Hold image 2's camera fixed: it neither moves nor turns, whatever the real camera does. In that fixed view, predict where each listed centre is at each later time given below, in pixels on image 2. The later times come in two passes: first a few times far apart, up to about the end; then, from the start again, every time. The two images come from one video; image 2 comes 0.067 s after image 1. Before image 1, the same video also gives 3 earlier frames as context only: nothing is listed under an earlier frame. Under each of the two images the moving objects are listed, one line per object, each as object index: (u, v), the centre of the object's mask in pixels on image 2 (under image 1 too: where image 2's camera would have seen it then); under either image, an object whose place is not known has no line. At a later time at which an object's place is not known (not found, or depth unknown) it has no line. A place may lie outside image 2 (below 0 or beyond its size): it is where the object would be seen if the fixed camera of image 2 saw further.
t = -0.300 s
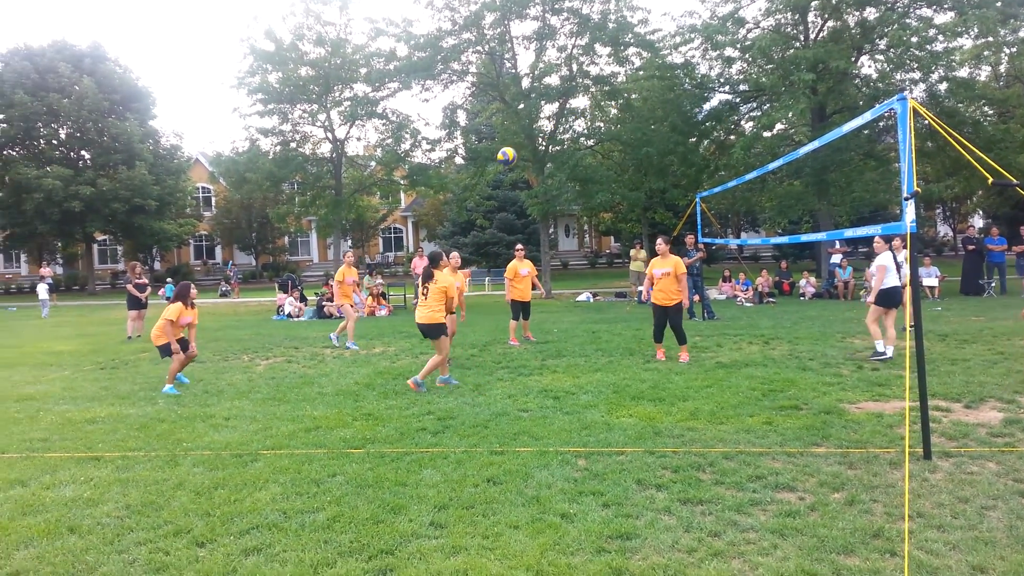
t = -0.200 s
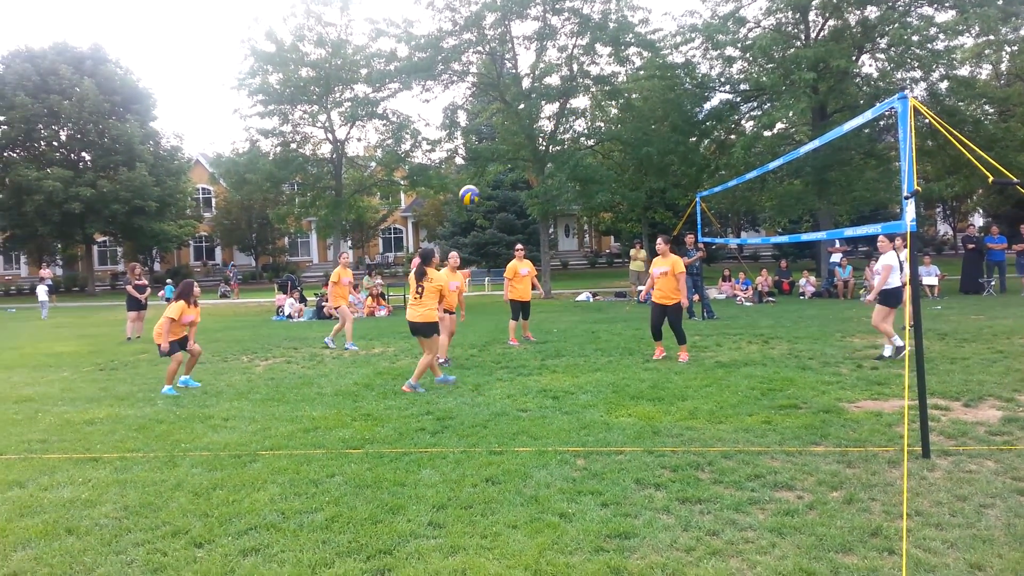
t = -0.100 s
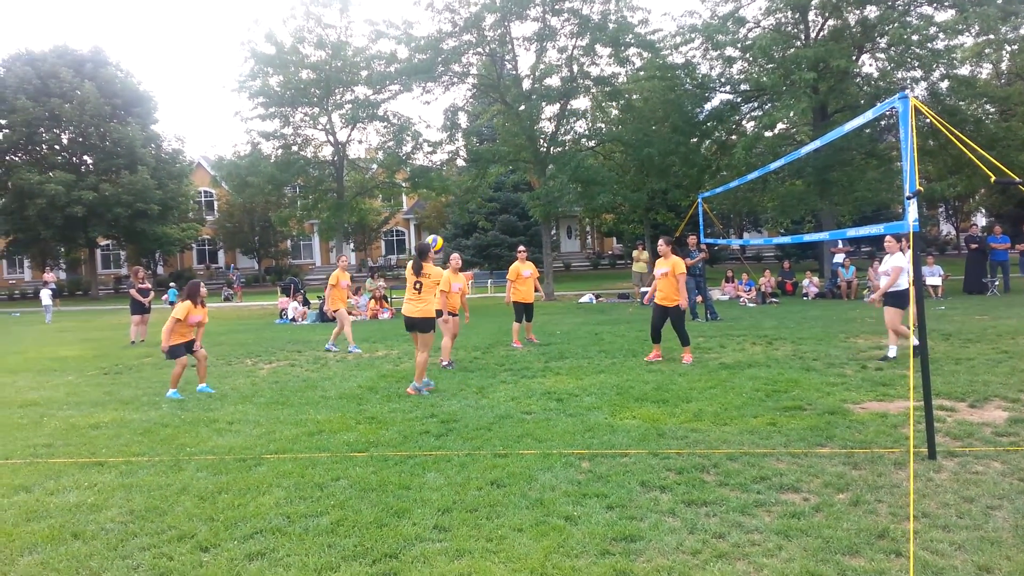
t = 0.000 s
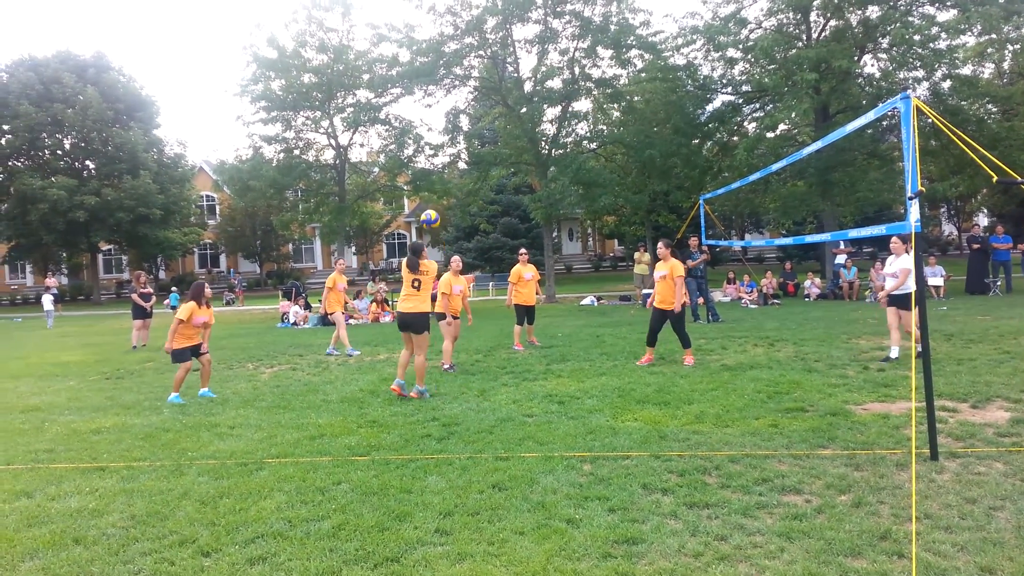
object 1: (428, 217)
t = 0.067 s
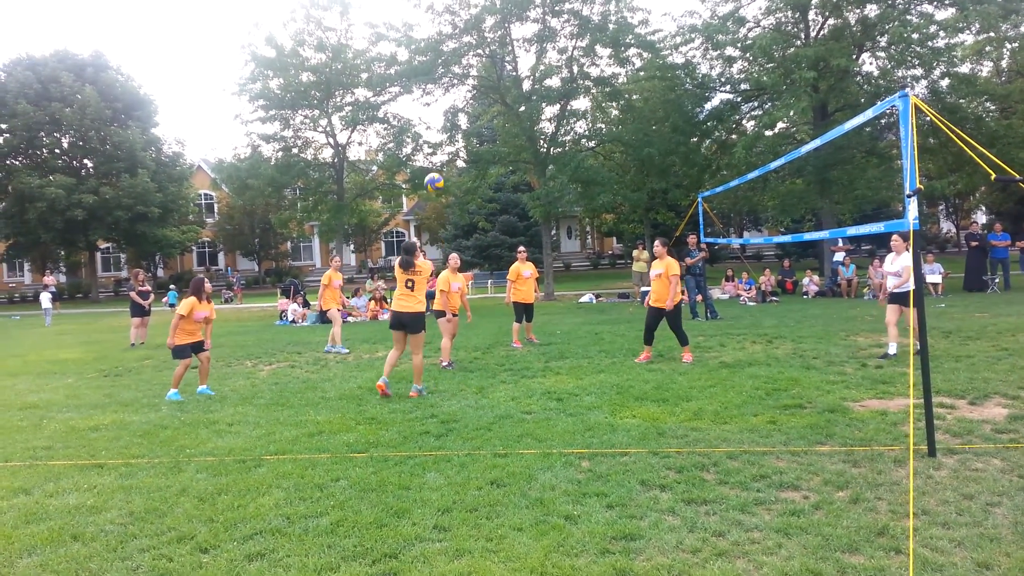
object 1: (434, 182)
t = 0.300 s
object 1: (452, 92)
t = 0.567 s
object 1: (478, 47)
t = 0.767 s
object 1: (498, 53)
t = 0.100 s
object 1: (437, 167)
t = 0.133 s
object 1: (439, 152)
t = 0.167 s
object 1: (442, 138)
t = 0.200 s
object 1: (445, 125)
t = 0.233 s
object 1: (448, 113)
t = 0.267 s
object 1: (450, 102)
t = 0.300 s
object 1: (452, 92)
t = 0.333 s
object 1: (455, 82)
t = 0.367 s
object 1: (459, 73)
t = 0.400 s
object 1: (462, 67)
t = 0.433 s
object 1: (465, 62)
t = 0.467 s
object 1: (468, 56)
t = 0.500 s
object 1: (471, 52)
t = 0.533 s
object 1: (475, 48)
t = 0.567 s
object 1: (478, 47)
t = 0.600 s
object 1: (481, 46)
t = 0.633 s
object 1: (485, 44)
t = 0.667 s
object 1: (487, 46)
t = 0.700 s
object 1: (491, 48)
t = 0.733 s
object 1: (494, 49)
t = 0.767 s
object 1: (498, 53)
